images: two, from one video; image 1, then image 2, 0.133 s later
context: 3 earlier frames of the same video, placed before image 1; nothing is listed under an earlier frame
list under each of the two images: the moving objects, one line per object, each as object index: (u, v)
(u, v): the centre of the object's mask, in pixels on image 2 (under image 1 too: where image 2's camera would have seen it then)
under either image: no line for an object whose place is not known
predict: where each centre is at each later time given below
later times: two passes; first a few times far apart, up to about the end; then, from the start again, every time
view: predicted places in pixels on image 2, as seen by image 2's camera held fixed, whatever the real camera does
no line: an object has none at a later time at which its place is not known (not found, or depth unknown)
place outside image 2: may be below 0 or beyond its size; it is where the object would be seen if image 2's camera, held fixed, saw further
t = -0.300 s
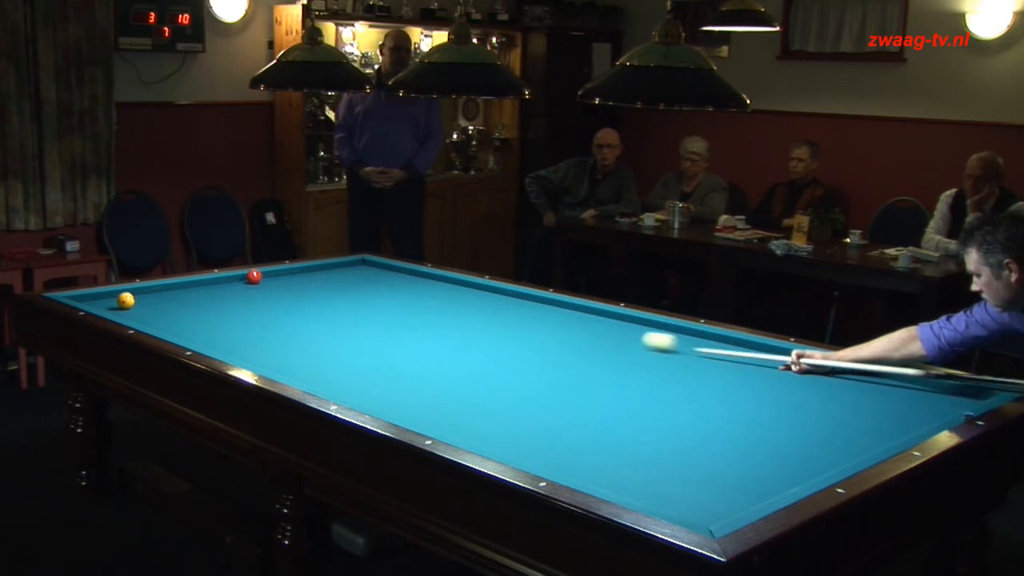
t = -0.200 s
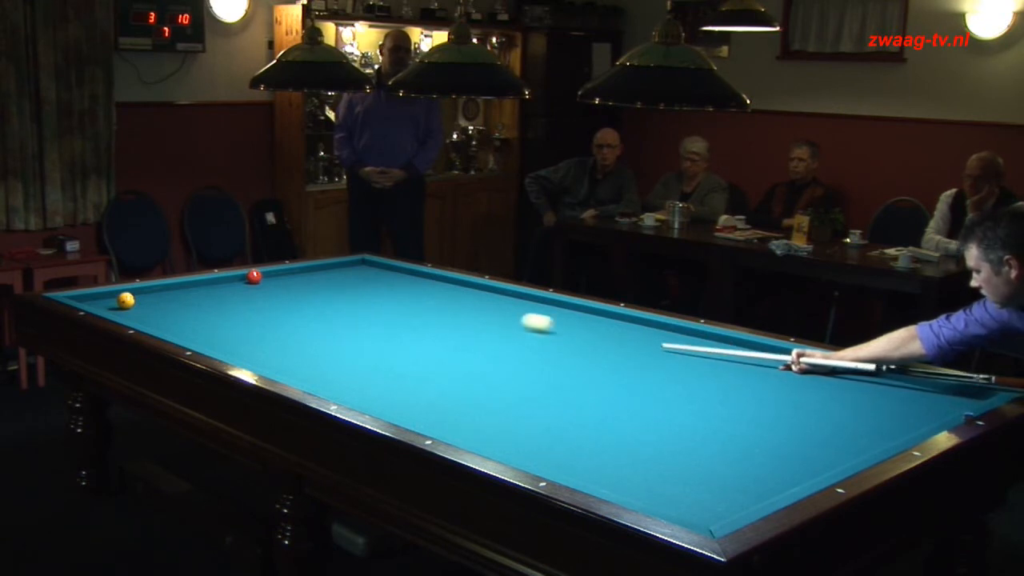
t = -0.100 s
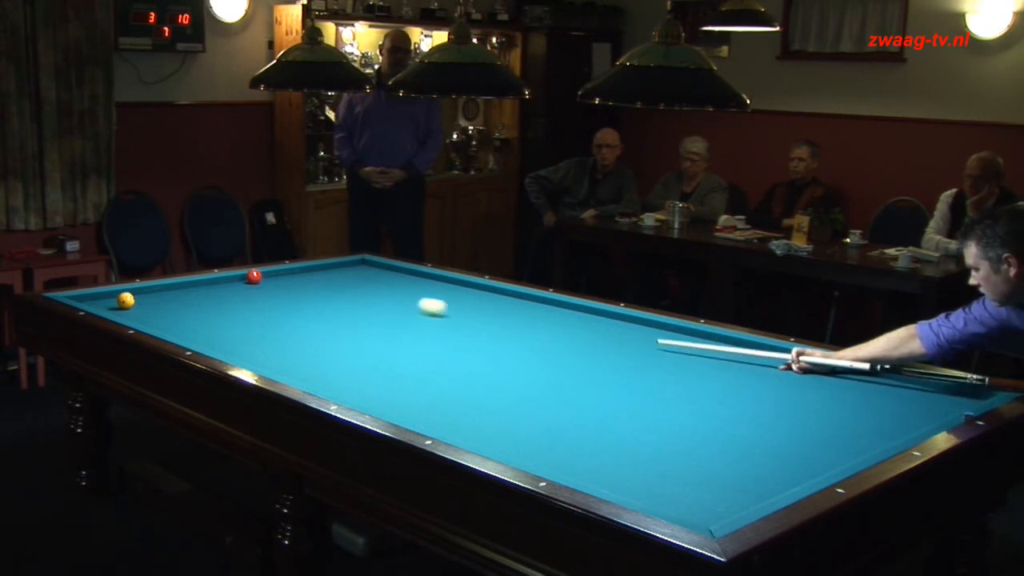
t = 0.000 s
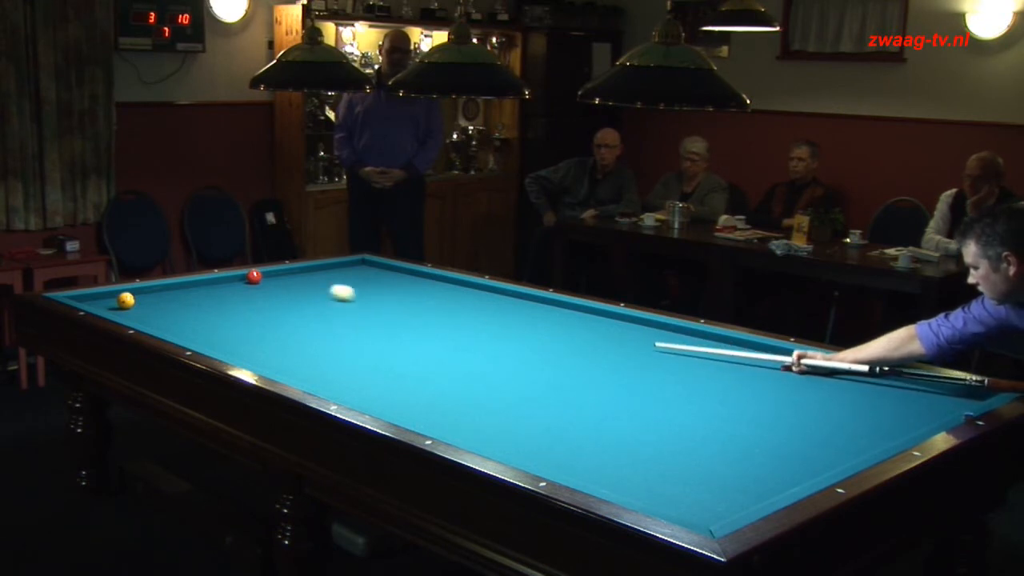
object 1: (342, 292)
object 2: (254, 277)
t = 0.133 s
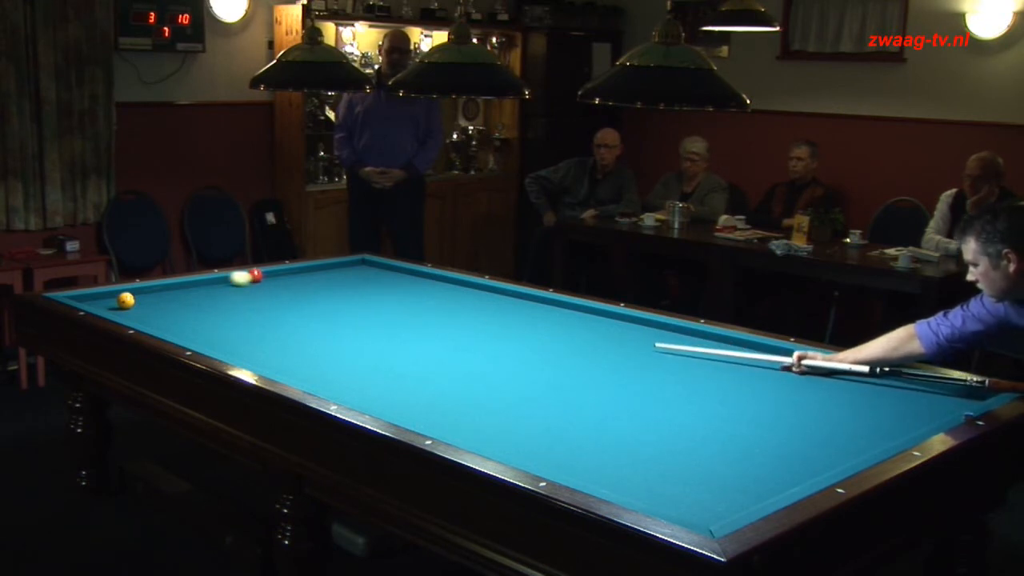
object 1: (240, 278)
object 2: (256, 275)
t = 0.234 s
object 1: (215, 286)
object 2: (280, 276)
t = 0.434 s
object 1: (200, 308)
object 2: (329, 279)
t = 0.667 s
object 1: (176, 331)
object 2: (381, 283)
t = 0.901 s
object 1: (264, 343)
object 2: (433, 286)
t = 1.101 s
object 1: (344, 352)
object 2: (478, 289)
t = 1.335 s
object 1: (441, 363)
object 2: (507, 296)
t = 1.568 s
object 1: (544, 374)
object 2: (528, 304)
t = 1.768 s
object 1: (636, 383)
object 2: (545, 313)
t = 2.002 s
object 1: (747, 395)
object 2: (566, 323)
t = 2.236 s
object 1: (863, 408)
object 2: (589, 333)
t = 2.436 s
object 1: (929, 409)
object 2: (609, 343)
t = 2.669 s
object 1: (897, 384)
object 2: (635, 355)
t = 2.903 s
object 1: (857, 370)
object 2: (662, 368)
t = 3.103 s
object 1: (805, 366)
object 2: (687, 380)
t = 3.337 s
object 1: (746, 362)
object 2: (718, 394)
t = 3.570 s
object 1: (690, 358)
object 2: (751, 410)
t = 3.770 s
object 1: (643, 354)
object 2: (781, 424)
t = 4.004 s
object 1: (590, 350)
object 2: (819, 442)
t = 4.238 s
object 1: (539, 346)
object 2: (843, 454)
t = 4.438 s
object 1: (497, 343)
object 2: (805, 454)
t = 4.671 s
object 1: (449, 340)
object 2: (762, 452)
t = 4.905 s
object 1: (403, 336)
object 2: (720, 450)
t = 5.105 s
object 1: (365, 334)
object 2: (685, 448)
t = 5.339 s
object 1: (322, 330)
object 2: (646, 445)
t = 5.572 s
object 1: (281, 327)
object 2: (608, 443)
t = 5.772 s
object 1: (247, 325)
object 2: (577, 441)
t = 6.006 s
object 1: (209, 322)
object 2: (541, 439)
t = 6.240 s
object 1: (172, 319)
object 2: (507, 437)
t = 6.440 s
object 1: (143, 316)
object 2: (480, 434)
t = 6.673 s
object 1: (117, 311)
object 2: (449, 428)
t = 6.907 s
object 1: (114, 307)
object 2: (439, 424)
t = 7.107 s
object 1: (112, 304)
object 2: (435, 420)
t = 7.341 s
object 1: (103, 301)
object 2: (431, 416)
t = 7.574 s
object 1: (94, 298)
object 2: (427, 412)
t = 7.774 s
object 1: (87, 296)
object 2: (424, 408)
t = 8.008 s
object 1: (90, 297)
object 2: (421, 404)
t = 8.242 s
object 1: (94, 299)
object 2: (418, 399)
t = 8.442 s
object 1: (96, 300)
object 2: (416, 396)
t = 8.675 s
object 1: (100, 301)
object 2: (414, 393)
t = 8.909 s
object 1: (103, 302)
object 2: (412, 390)
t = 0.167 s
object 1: (220, 279)
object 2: (261, 275)
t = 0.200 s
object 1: (218, 282)
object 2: (271, 276)
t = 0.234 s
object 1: (215, 286)
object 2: (280, 276)
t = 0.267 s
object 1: (213, 290)
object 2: (289, 276)
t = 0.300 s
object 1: (211, 293)
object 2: (298, 277)
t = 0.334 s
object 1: (208, 297)
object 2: (307, 277)
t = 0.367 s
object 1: (205, 300)
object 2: (314, 278)
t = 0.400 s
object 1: (202, 304)
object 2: (322, 279)
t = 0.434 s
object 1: (200, 308)
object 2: (329, 279)
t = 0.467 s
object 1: (196, 311)
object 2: (337, 280)
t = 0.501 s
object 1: (193, 315)
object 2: (344, 280)
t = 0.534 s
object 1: (190, 318)
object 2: (352, 280)
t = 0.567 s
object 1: (186, 322)
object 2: (359, 281)
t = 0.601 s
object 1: (182, 326)
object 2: (366, 281)
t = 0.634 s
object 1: (180, 329)
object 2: (374, 282)
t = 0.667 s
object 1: (176, 331)
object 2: (381, 283)
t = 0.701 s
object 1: (182, 333)
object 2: (388, 283)
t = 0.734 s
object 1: (196, 336)
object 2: (396, 284)
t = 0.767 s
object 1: (210, 338)
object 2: (403, 284)
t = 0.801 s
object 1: (224, 339)
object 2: (411, 284)
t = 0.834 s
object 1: (238, 340)
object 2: (419, 285)
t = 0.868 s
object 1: (251, 342)
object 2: (426, 285)
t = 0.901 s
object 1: (264, 343)
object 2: (433, 286)
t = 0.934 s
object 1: (277, 344)
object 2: (441, 286)
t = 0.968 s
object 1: (291, 346)
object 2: (448, 287)
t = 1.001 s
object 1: (304, 348)
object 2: (456, 287)
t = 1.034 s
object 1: (317, 349)
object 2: (464, 288)
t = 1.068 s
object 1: (330, 350)
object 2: (471, 288)
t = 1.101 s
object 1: (344, 352)
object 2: (478, 289)
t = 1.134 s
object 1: (358, 353)
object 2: (486, 289)
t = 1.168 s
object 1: (371, 355)
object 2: (494, 290)
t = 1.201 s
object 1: (384, 356)
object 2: (498, 291)
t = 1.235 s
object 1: (398, 358)
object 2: (500, 292)
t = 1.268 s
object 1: (413, 360)
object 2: (503, 293)
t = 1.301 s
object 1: (427, 361)
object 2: (505, 294)
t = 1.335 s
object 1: (441, 363)
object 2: (507, 296)
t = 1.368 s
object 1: (456, 364)
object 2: (510, 297)
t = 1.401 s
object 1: (470, 366)
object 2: (513, 298)
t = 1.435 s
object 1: (485, 368)
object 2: (516, 299)
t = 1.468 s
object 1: (499, 369)
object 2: (519, 300)
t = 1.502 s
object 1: (514, 370)
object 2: (522, 301)
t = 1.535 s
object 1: (529, 372)
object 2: (524, 303)
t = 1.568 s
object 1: (544, 374)
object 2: (528, 304)
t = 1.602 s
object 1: (559, 375)
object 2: (530, 305)
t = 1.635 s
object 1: (574, 377)
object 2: (533, 307)
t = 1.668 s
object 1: (589, 378)
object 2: (536, 308)
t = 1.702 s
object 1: (605, 380)
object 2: (539, 310)
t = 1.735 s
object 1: (620, 382)
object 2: (542, 311)
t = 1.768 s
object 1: (636, 383)
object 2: (545, 313)
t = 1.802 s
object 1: (651, 385)
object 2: (548, 314)
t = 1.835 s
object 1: (667, 387)
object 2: (551, 315)
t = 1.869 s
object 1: (683, 388)
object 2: (554, 317)
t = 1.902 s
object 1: (698, 390)
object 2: (557, 318)
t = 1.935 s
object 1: (715, 392)
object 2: (559, 320)
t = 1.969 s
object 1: (731, 394)
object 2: (563, 321)
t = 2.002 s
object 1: (747, 395)
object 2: (566, 323)
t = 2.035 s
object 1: (763, 397)
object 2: (569, 325)
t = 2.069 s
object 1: (780, 399)
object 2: (572, 326)
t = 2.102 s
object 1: (796, 400)
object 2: (575, 327)
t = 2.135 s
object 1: (813, 402)
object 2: (579, 329)
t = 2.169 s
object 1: (830, 404)
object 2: (582, 330)
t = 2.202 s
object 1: (846, 406)
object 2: (585, 332)
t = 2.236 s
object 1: (863, 408)
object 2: (589, 333)
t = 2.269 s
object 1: (880, 409)
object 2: (592, 335)
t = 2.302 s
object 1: (897, 411)
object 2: (595, 337)
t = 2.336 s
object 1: (915, 413)
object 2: (599, 338)
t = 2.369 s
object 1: (931, 413)
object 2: (602, 340)
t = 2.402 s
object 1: (936, 411)
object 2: (606, 341)
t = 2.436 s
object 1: (929, 409)
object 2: (609, 343)
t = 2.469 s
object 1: (923, 404)
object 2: (613, 345)
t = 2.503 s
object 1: (917, 401)
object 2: (617, 346)
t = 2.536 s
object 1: (912, 397)
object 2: (620, 348)
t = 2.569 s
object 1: (908, 394)
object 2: (624, 350)
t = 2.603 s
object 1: (904, 391)
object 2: (627, 352)
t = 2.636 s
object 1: (900, 387)
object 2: (631, 353)
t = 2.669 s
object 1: (897, 384)
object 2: (635, 355)
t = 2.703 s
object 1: (894, 381)
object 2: (639, 357)
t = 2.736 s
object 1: (890, 379)
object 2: (642, 359)
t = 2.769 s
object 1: (887, 376)
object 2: (646, 360)
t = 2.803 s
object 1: (883, 373)
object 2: (650, 362)
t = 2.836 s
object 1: (876, 372)
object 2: (654, 364)
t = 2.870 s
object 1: (866, 371)
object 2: (658, 366)
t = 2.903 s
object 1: (857, 370)
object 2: (662, 368)
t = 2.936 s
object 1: (848, 369)
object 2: (666, 370)
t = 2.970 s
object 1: (839, 369)
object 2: (670, 372)
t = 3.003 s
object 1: (831, 369)
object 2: (674, 374)
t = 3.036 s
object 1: (823, 368)
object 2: (679, 376)
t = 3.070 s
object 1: (813, 367)
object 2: (683, 378)
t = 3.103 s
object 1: (805, 366)
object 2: (687, 380)
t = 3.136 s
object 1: (796, 366)
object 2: (691, 382)
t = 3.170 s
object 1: (788, 365)
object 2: (696, 384)
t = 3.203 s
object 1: (780, 364)
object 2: (700, 386)
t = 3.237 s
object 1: (771, 364)
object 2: (704, 388)
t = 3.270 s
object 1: (763, 363)
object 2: (709, 390)
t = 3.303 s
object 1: (755, 362)
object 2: (713, 392)
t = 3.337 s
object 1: (746, 362)
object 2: (718, 394)
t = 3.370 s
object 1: (739, 362)
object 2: (723, 396)
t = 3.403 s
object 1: (730, 361)
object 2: (727, 399)
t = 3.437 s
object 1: (722, 360)
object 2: (732, 401)
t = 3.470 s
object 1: (714, 360)
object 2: (737, 403)
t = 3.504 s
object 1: (706, 359)
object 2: (741, 405)
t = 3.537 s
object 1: (698, 359)
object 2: (746, 408)
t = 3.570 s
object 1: (690, 358)
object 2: (751, 410)
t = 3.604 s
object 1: (682, 357)
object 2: (756, 412)
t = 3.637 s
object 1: (674, 357)
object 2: (761, 414)
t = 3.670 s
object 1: (666, 356)
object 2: (766, 417)
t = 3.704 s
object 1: (659, 356)
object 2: (771, 419)
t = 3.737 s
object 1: (651, 355)
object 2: (776, 422)
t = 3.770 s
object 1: (643, 354)
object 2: (781, 424)
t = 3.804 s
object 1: (635, 354)
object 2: (786, 427)
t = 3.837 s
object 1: (627, 353)
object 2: (791, 429)
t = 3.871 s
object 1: (620, 353)
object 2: (797, 432)
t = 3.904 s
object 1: (612, 352)
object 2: (802, 434)
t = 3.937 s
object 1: (605, 351)
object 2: (808, 437)
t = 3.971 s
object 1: (597, 351)
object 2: (813, 439)
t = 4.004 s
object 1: (590, 350)
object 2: (819, 442)
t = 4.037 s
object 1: (583, 350)
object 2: (824, 444)
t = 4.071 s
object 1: (575, 349)
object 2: (830, 447)
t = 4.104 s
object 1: (568, 348)
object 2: (836, 449)
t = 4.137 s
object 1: (560, 348)
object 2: (841, 452)
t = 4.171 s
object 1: (553, 348)
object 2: (847, 453)
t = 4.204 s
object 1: (546, 347)
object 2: (850, 454)
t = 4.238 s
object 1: (539, 346)
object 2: (843, 454)
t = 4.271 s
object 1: (532, 346)
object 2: (836, 455)
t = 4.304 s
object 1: (525, 345)
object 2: (830, 456)
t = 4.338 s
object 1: (518, 344)
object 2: (824, 456)
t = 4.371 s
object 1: (511, 344)
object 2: (817, 456)
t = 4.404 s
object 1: (504, 344)
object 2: (811, 455)
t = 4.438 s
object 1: (497, 343)
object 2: (805, 454)
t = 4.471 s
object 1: (489, 343)
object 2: (799, 454)
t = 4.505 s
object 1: (482, 342)
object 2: (793, 454)
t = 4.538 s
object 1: (476, 342)
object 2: (787, 454)
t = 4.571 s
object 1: (469, 341)
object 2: (780, 453)
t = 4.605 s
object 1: (462, 341)
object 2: (774, 453)
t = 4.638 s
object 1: (456, 340)
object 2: (768, 452)
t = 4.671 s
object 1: (449, 340)
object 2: (762, 452)
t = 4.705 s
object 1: (442, 339)
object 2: (756, 452)
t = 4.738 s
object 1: (436, 339)
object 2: (750, 451)
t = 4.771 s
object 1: (429, 338)
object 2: (744, 451)
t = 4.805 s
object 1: (422, 338)
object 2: (738, 451)
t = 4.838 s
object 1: (416, 337)
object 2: (732, 450)
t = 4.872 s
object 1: (409, 337)
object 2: (726, 450)
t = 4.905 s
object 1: (403, 336)
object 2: (720, 450)
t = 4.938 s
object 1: (396, 336)
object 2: (714, 449)
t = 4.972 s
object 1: (390, 335)
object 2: (708, 449)
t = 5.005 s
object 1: (383, 335)
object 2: (703, 449)
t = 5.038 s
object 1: (377, 334)
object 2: (697, 448)
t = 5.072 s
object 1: (371, 334)
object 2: (691, 448)
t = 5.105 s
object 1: (365, 334)
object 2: (685, 448)
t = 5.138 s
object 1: (358, 333)
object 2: (680, 447)
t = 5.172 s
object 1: (352, 333)
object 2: (674, 447)
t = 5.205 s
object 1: (347, 332)
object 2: (668, 446)
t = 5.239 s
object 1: (340, 332)
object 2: (663, 446)
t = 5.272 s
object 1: (334, 331)
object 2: (657, 446)
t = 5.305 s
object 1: (328, 331)
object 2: (651, 446)
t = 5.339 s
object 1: (322, 330)
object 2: (646, 445)
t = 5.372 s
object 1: (316, 330)
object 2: (640, 445)
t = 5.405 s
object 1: (310, 330)
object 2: (635, 445)
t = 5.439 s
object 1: (304, 329)
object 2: (630, 444)
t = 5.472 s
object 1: (298, 329)
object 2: (624, 444)
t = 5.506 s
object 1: (292, 328)
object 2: (619, 444)
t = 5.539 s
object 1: (287, 328)
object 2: (614, 443)
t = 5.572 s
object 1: (281, 327)
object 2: (608, 443)
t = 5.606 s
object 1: (275, 327)
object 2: (603, 443)
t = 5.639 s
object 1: (269, 327)
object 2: (598, 442)
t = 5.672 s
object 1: (264, 326)
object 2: (592, 442)
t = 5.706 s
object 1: (258, 325)
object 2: (587, 442)
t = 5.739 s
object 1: (253, 325)
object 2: (582, 441)
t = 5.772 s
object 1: (247, 325)
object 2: (577, 441)
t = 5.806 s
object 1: (241, 324)
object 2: (572, 441)
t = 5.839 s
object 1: (236, 324)
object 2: (566, 440)
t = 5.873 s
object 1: (230, 323)
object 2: (561, 440)
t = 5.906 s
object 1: (225, 323)
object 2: (556, 440)
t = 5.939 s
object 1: (219, 323)
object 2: (551, 440)
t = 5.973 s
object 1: (214, 322)
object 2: (546, 439)
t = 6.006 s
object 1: (209, 322)
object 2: (541, 439)
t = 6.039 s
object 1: (203, 321)
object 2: (536, 439)
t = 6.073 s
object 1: (198, 321)
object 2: (532, 439)
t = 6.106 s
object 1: (193, 320)
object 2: (527, 438)
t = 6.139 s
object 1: (188, 320)
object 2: (522, 438)
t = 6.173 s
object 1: (182, 320)
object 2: (517, 438)
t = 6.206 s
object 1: (177, 319)
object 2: (512, 438)
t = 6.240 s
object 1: (172, 319)
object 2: (507, 437)
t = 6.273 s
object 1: (167, 318)
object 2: (503, 437)
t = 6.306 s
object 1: (163, 318)
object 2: (498, 436)
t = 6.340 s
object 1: (157, 317)
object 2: (493, 436)
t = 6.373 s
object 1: (152, 317)
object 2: (489, 435)
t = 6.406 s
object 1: (148, 317)
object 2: (484, 435)
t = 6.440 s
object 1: (143, 316)
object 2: (480, 434)
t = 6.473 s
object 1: (138, 315)
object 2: (475, 433)
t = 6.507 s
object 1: (133, 314)
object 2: (471, 432)
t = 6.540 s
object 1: (128, 314)
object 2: (466, 431)
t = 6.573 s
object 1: (124, 313)
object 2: (462, 431)
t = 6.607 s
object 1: (119, 312)
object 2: (458, 430)
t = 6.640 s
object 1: (117, 311)
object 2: (454, 429)
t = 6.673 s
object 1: (117, 311)
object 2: (449, 428)
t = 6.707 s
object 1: (117, 310)
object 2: (445, 427)
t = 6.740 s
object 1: (116, 310)
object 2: (443, 427)
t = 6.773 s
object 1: (116, 309)
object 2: (442, 426)
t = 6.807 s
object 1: (115, 308)
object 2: (442, 426)
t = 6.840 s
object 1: (115, 308)
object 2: (441, 425)
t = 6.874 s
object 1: (115, 307)
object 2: (440, 424)
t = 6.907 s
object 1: (114, 307)
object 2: (439, 424)
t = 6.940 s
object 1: (114, 306)
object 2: (439, 423)
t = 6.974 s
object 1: (113, 306)
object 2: (438, 423)
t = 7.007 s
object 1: (113, 306)
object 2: (437, 422)
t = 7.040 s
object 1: (113, 305)
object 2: (436, 421)
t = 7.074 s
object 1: (112, 304)
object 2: (436, 421)
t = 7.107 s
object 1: (112, 304)
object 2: (435, 420)
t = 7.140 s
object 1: (111, 303)
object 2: (435, 420)
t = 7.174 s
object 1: (110, 303)
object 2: (434, 419)
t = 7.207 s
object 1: (109, 302)
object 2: (433, 419)
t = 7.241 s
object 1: (108, 302)
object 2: (433, 418)
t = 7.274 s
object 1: (106, 302)
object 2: (432, 417)
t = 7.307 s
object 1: (105, 301)
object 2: (432, 417)
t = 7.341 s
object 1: (103, 301)
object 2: (431, 416)
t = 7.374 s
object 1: (102, 300)
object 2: (430, 415)
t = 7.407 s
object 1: (101, 300)
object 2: (430, 415)
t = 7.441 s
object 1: (99, 299)
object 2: (429, 414)
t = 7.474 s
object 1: (98, 299)
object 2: (428, 414)
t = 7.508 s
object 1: (97, 299)
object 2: (428, 413)
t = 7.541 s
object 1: (96, 298)
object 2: (427, 412)
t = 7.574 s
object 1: (94, 298)
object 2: (427, 412)
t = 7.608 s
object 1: (93, 298)
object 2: (426, 411)
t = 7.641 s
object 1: (92, 297)
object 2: (426, 410)
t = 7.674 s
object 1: (91, 297)
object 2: (425, 409)
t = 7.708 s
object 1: (89, 297)
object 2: (425, 409)
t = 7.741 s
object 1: (88, 296)
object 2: (424, 408)
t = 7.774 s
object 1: (87, 296)
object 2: (424, 408)
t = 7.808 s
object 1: (87, 296)
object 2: (423, 407)
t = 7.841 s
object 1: (88, 296)
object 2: (423, 406)
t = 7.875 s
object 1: (88, 296)
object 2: (423, 406)
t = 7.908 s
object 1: (89, 296)
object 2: (422, 405)
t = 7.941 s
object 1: (89, 297)
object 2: (422, 404)
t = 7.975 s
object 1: (90, 297)
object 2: (421, 404)
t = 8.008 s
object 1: (90, 297)
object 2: (421, 404)
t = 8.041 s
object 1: (91, 297)
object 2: (420, 403)
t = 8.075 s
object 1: (91, 298)
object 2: (420, 402)
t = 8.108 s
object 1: (92, 298)
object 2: (420, 402)
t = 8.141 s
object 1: (92, 298)
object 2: (419, 401)
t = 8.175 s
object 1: (93, 298)
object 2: (419, 401)
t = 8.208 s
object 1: (93, 298)
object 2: (419, 400)
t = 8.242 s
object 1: (94, 299)
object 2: (418, 399)
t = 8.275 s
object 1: (94, 299)
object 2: (418, 399)
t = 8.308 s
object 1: (95, 299)
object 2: (417, 399)
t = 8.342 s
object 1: (95, 299)
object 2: (417, 398)
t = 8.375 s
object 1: (96, 299)
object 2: (417, 398)
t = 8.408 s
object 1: (96, 299)
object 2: (416, 397)
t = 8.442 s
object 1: (96, 300)
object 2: (416, 396)
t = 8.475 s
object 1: (97, 300)
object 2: (416, 396)
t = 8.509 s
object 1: (97, 300)
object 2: (415, 395)
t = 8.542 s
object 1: (98, 300)
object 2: (415, 395)
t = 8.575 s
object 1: (98, 300)
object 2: (415, 395)
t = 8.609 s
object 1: (99, 300)
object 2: (414, 394)
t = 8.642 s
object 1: (99, 301)
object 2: (414, 394)
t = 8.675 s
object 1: (100, 301)
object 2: (414, 393)
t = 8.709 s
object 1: (100, 301)
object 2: (414, 393)
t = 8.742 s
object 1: (101, 301)
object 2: (413, 392)
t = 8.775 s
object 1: (101, 301)
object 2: (413, 392)
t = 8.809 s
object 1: (102, 301)
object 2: (413, 392)
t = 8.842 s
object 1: (102, 301)
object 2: (413, 391)
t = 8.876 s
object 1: (103, 302)
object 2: (413, 391)
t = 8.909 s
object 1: (103, 302)
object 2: (412, 390)
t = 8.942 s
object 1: (104, 302)
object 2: (412, 390)
